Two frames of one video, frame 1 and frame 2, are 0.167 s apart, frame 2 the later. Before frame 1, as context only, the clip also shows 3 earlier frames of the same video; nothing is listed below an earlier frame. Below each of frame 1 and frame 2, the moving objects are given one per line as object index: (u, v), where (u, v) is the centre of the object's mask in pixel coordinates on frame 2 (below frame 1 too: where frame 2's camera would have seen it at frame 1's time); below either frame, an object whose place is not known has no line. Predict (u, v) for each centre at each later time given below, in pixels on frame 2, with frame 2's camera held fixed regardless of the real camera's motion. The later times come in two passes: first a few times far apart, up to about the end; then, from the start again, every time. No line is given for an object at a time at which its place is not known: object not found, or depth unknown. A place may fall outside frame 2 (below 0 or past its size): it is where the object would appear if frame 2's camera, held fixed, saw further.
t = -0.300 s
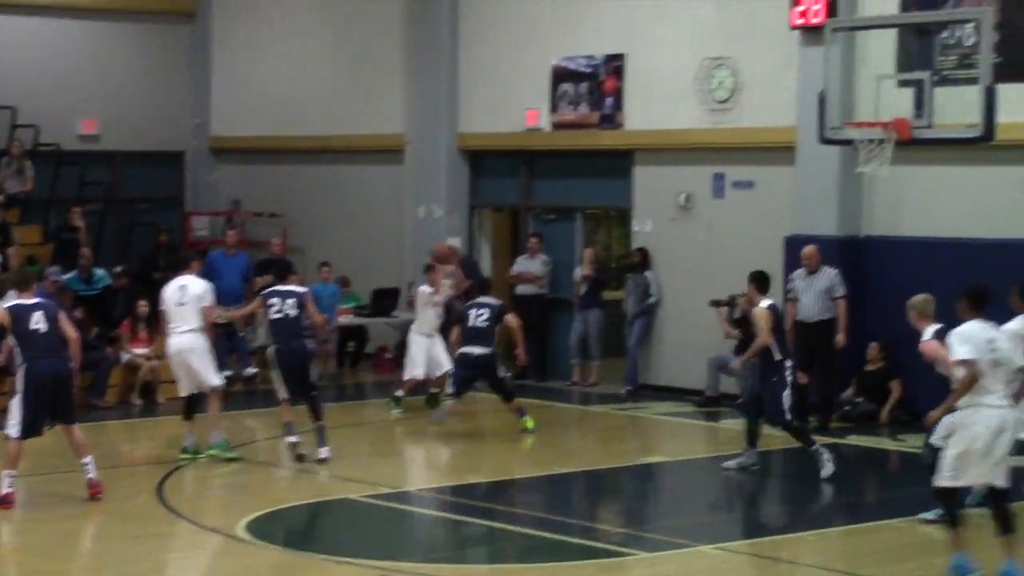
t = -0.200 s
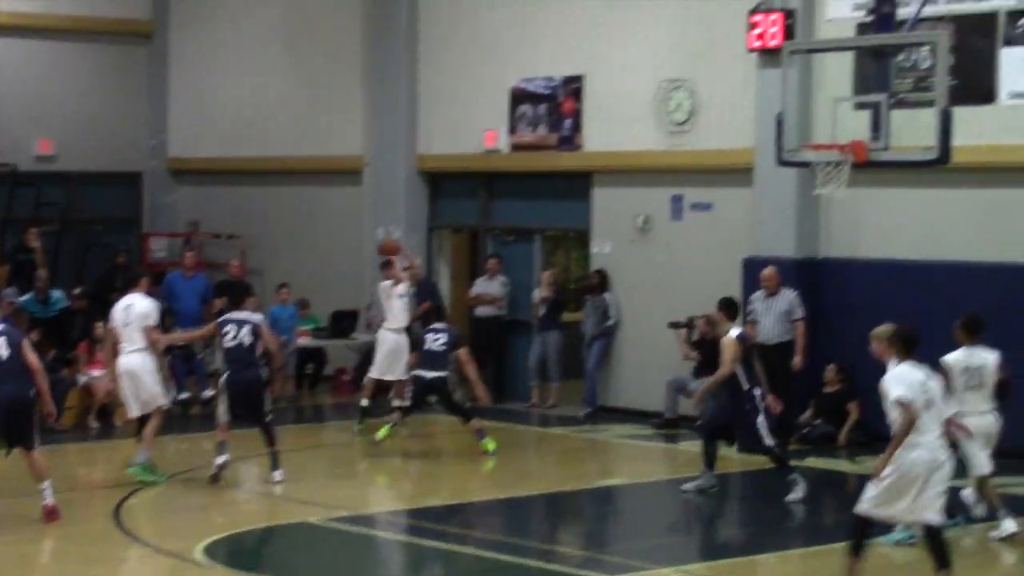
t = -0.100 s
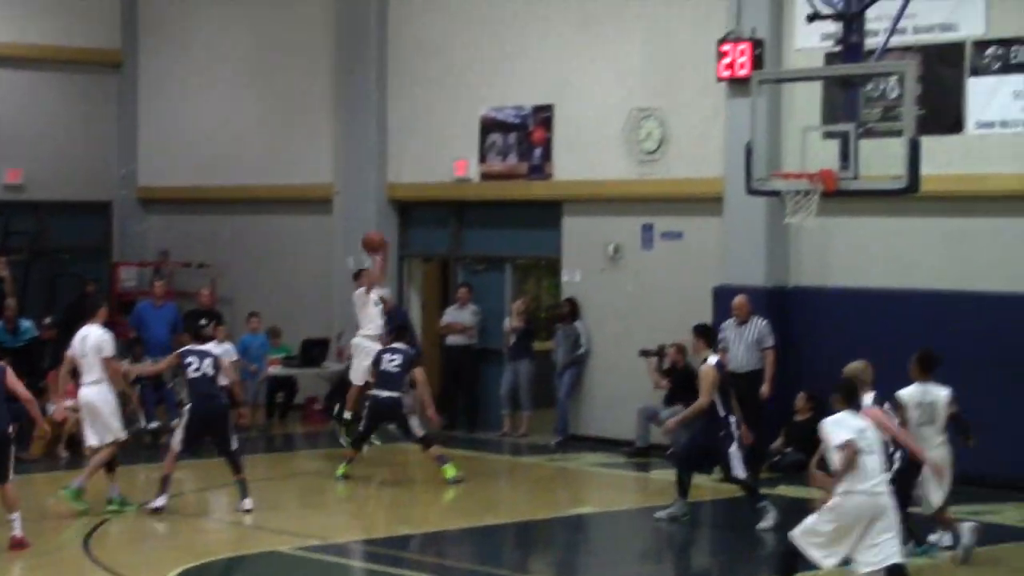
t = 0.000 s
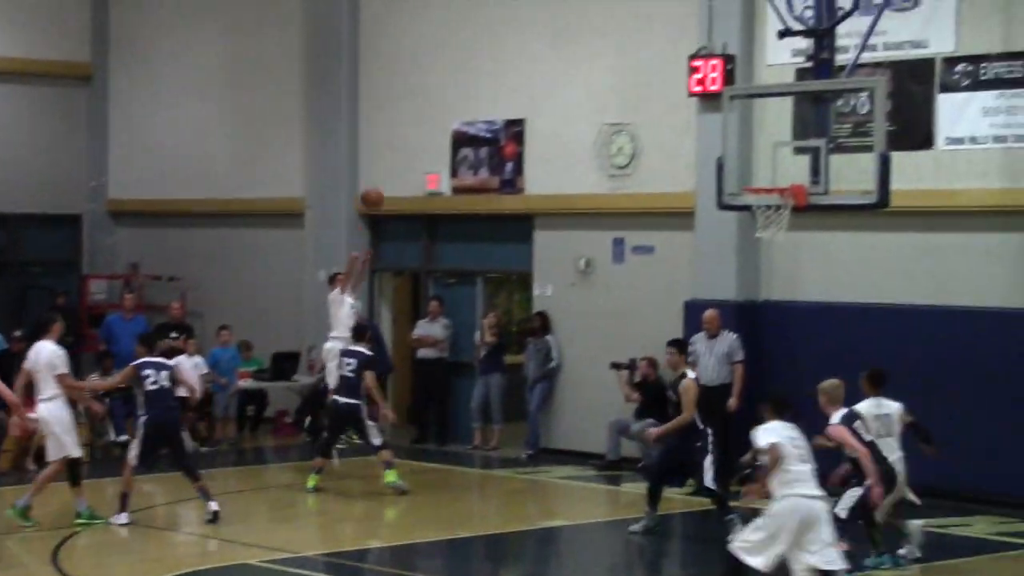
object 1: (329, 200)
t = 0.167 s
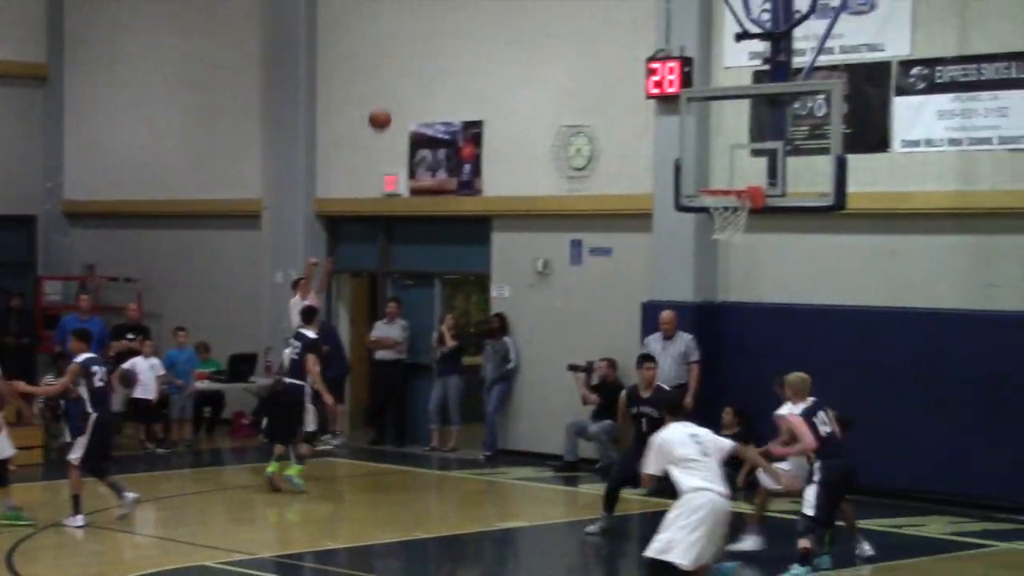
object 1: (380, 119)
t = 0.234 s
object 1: (400, 94)
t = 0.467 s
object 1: (475, 35)
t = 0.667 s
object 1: (542, 25)
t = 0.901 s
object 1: (627, 65)
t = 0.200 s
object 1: (390, 106)
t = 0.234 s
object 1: (400, 94)
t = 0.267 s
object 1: (411, 83)
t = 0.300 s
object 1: (421, 72)
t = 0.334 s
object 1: (432, 63)
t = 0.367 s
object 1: (443, 54)
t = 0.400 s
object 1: (453, 47)
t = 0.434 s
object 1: (464, 41)
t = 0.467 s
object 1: (475, 35)
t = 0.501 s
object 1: (486, 30)
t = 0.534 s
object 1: (497, 27)
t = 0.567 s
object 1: (508, 24)
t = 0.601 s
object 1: (519, 24)
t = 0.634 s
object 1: (530, 24)
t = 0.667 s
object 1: (542, 25)
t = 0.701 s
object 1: (554, 27)
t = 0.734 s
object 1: (565, 30)
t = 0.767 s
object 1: (578, 35)
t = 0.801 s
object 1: (590, 41)
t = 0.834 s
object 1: (602, 47)
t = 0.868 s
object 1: (614, 56)
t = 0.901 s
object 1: (627, 65)
